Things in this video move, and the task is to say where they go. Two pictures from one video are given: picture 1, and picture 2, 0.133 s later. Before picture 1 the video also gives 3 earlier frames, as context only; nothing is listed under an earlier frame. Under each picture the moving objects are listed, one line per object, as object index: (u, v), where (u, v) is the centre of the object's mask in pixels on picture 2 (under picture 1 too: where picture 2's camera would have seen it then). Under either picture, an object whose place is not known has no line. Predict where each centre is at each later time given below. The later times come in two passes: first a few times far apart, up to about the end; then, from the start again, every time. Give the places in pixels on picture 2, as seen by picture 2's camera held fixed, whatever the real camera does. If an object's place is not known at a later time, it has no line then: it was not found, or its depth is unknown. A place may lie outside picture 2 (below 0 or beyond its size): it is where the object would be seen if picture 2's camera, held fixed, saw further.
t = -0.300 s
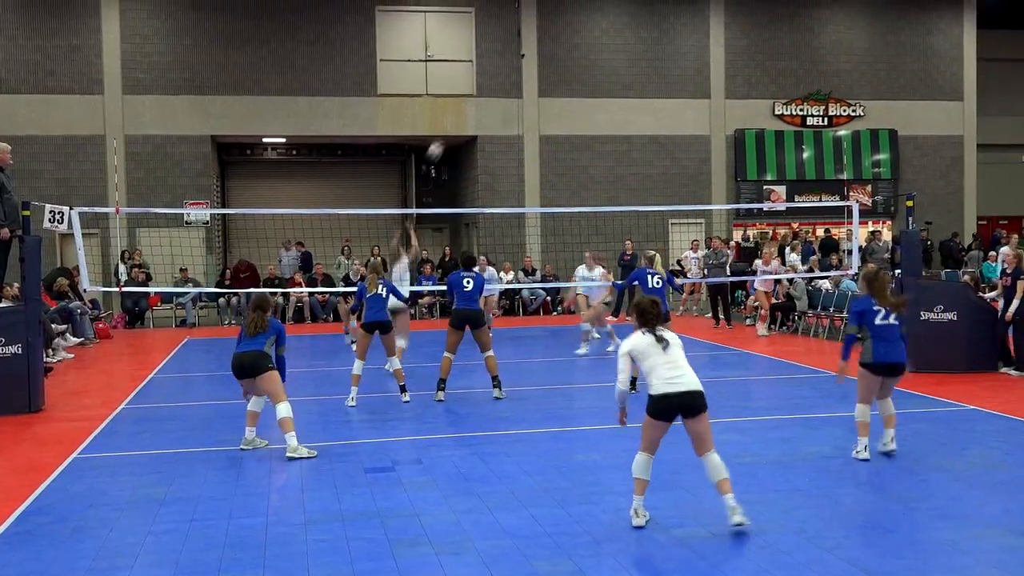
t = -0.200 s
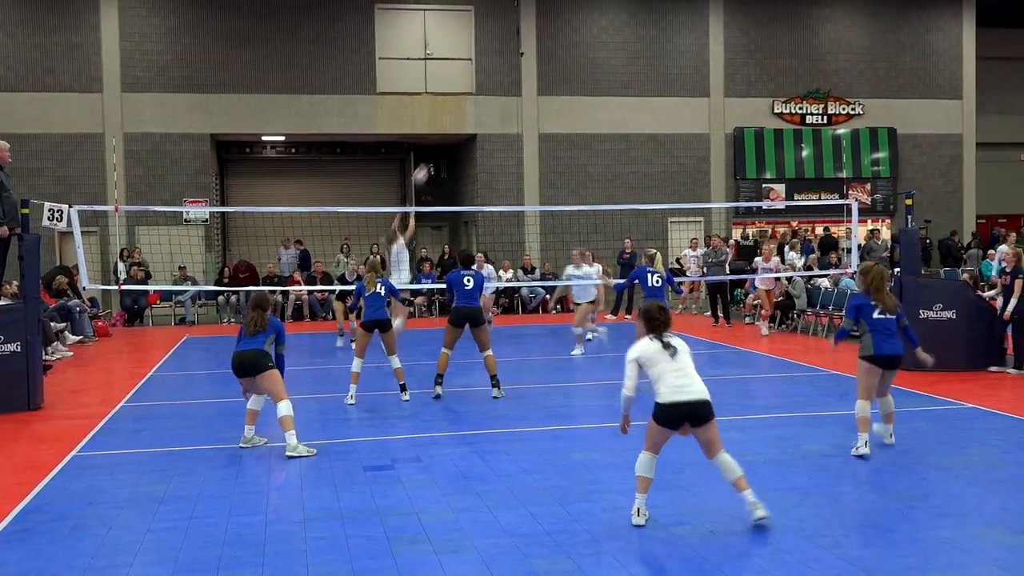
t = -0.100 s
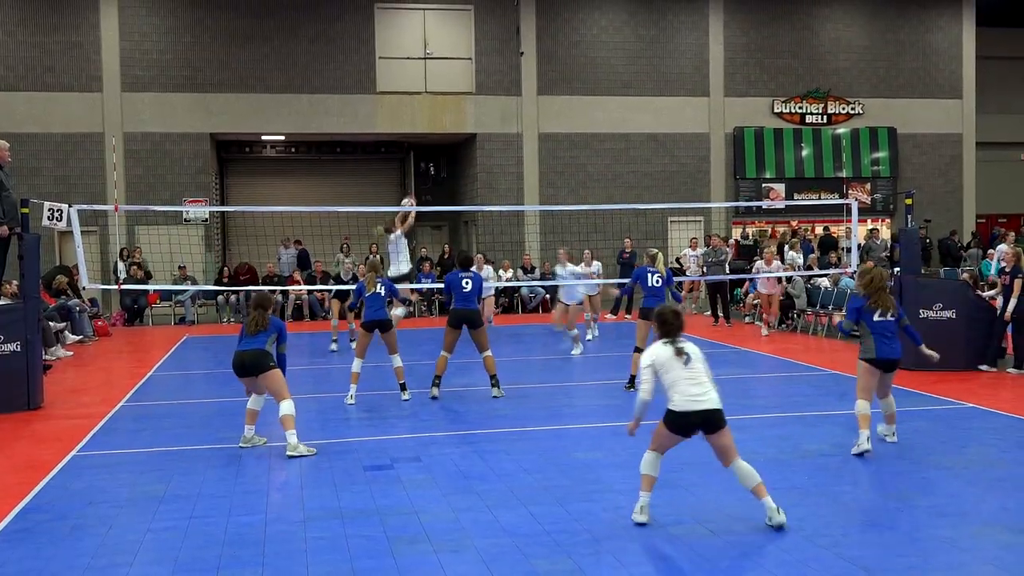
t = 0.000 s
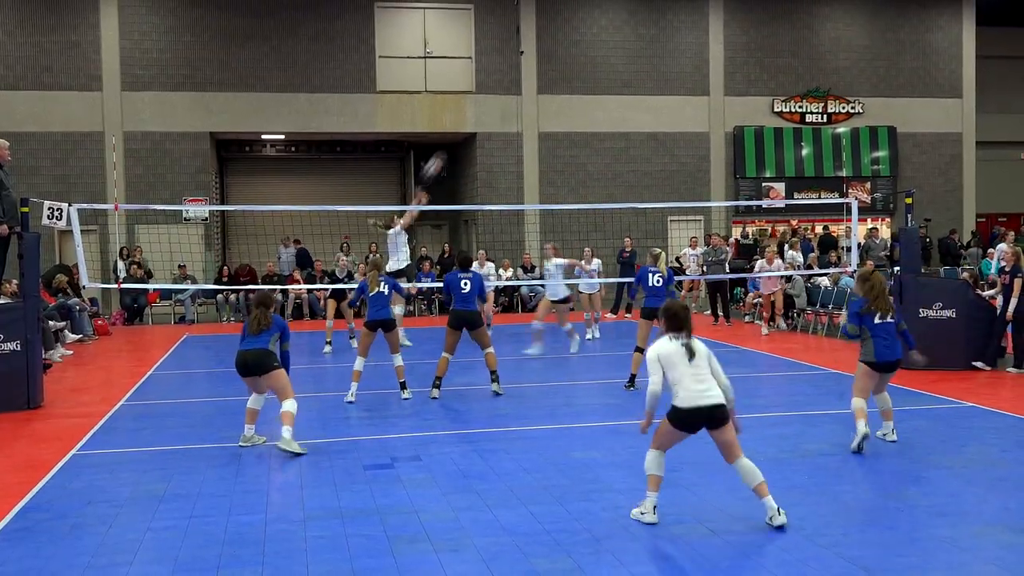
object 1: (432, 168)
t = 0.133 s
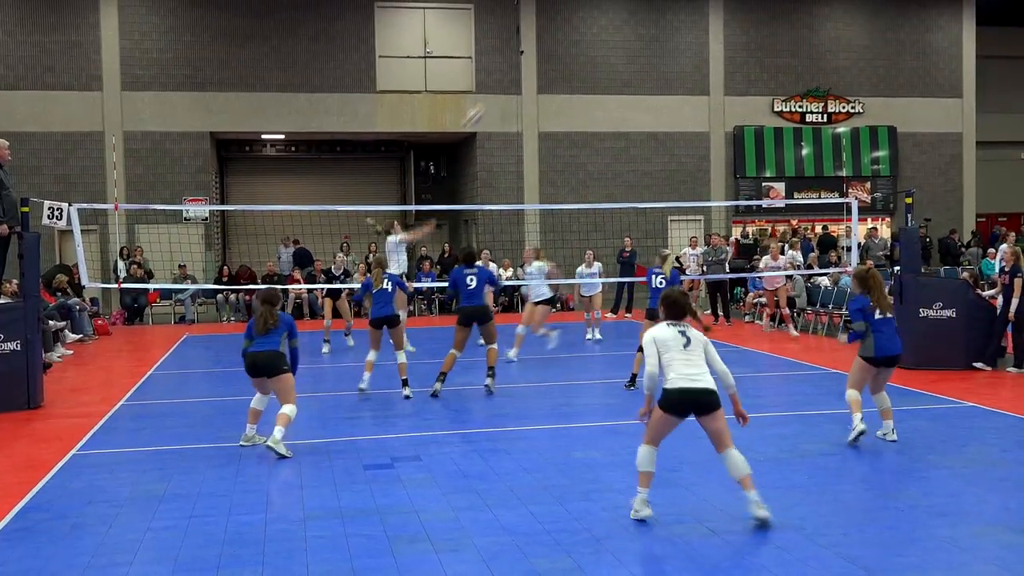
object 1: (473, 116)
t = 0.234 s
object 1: (503, 87)
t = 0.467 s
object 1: (570, 52)
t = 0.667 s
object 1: (626, 51)
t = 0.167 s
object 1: (483, 106)
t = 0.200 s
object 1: (493, 96)
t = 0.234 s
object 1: (503, 87)
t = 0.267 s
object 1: (513, 80)
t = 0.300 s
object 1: (523, 73)
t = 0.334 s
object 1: (532, 67)
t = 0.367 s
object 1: (543, 62)
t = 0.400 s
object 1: (551, 57)
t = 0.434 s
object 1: (561, 54)
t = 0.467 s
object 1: (570, 52)
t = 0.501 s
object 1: (579, 50)
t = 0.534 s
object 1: (590, 48)
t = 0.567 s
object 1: (599, 48)
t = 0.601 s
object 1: (608, 49)
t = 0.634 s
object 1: (618, 50)
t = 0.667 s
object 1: (626, 51)
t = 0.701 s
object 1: (635, 54)
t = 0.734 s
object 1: (644, 58)
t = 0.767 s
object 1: (653, 62)
